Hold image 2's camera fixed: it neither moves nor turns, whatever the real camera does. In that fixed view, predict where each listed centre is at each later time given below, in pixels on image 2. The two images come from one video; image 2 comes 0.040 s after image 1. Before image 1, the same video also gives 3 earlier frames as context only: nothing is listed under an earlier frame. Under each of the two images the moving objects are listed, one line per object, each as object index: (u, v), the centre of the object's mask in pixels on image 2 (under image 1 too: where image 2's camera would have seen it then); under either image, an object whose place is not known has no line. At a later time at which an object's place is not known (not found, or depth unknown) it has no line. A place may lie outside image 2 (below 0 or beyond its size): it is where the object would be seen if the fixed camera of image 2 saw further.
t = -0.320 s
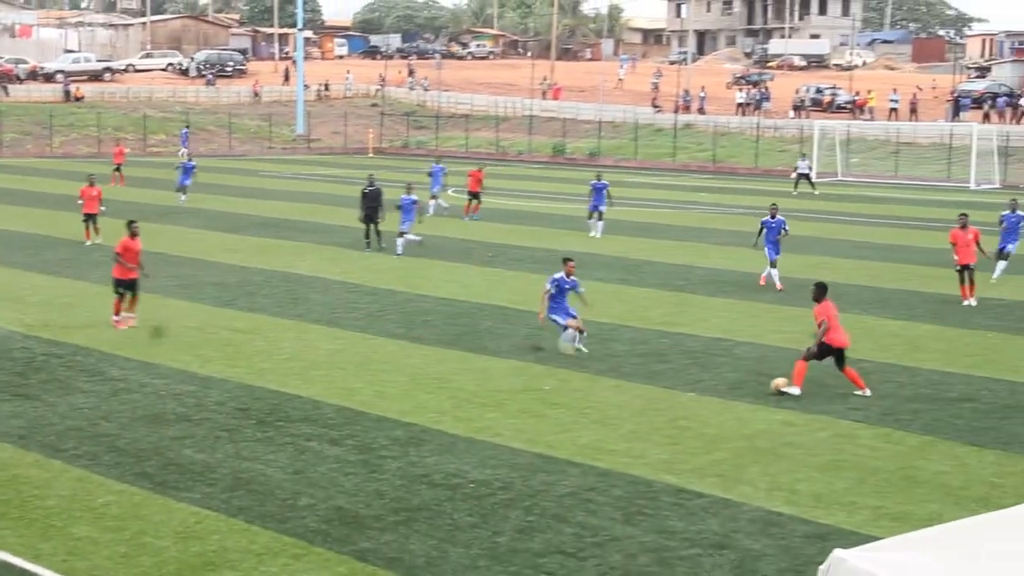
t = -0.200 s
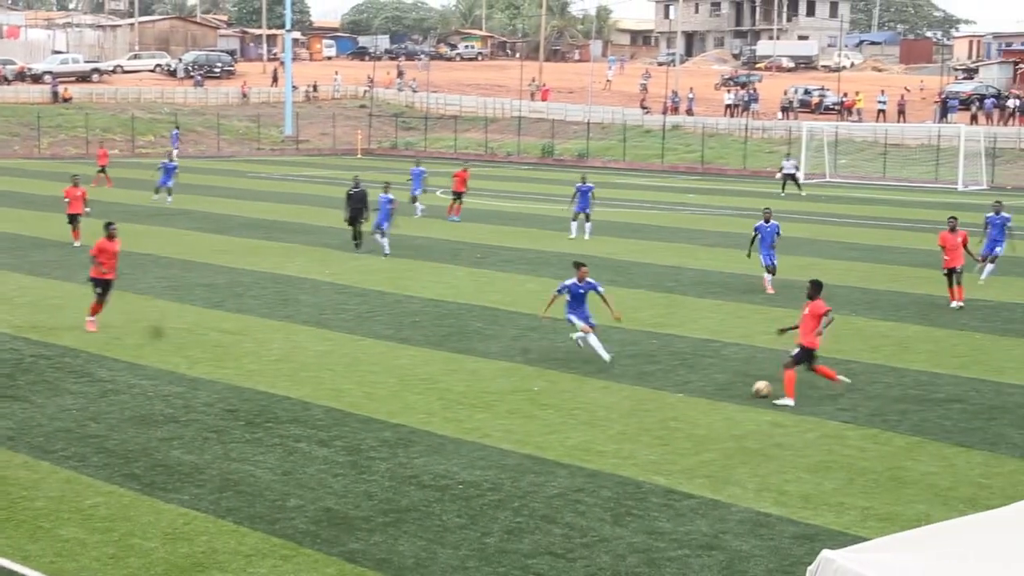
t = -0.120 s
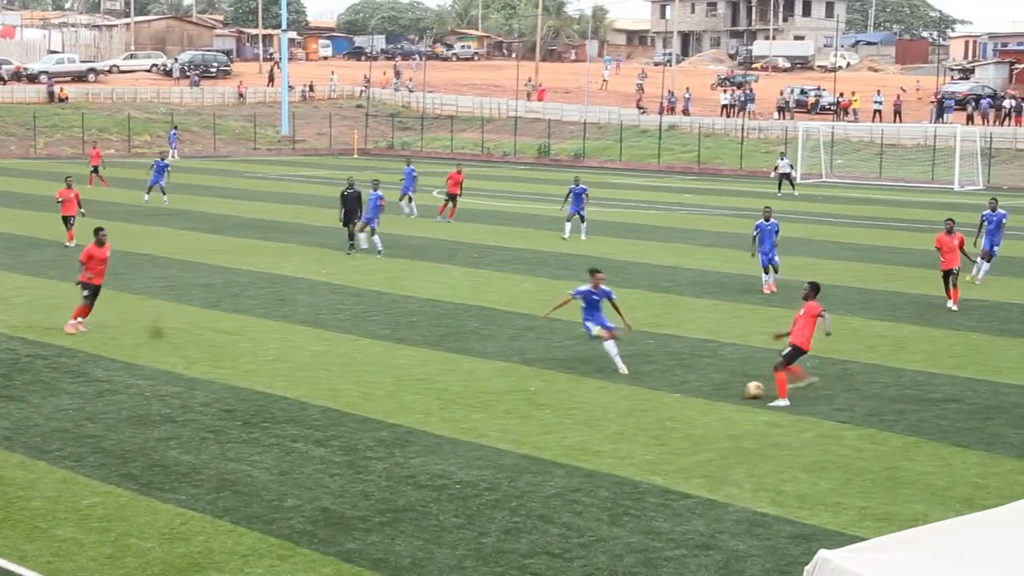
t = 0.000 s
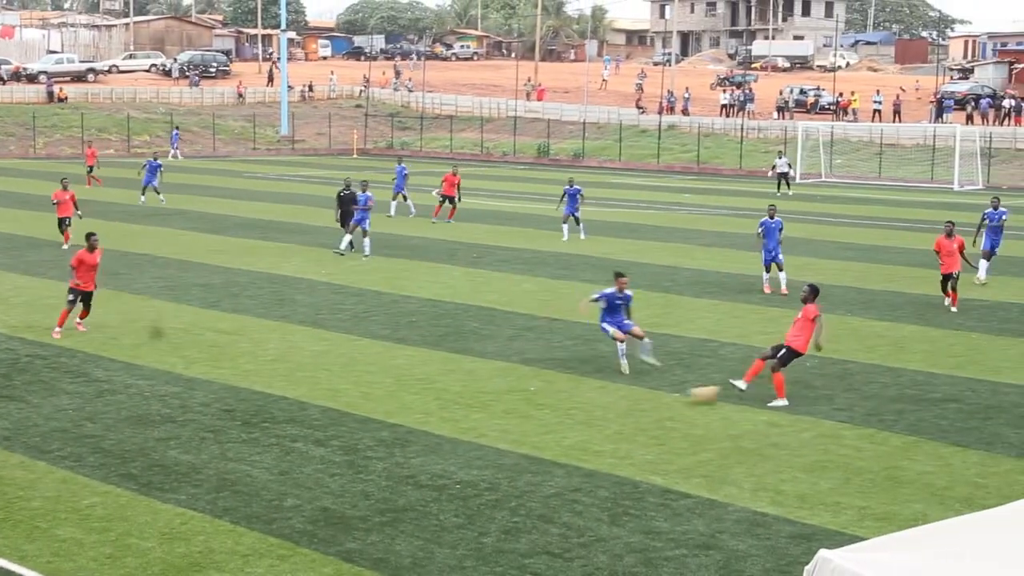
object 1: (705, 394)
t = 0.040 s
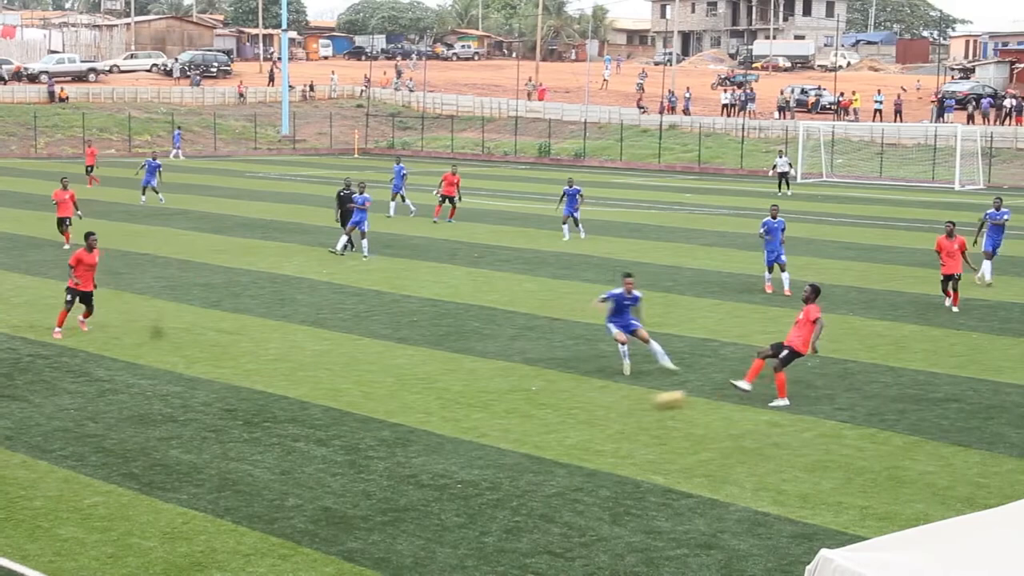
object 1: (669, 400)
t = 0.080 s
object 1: (633, 405)
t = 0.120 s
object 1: (598, 410)
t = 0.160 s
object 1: (564, 414)
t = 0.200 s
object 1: (530, 418)
